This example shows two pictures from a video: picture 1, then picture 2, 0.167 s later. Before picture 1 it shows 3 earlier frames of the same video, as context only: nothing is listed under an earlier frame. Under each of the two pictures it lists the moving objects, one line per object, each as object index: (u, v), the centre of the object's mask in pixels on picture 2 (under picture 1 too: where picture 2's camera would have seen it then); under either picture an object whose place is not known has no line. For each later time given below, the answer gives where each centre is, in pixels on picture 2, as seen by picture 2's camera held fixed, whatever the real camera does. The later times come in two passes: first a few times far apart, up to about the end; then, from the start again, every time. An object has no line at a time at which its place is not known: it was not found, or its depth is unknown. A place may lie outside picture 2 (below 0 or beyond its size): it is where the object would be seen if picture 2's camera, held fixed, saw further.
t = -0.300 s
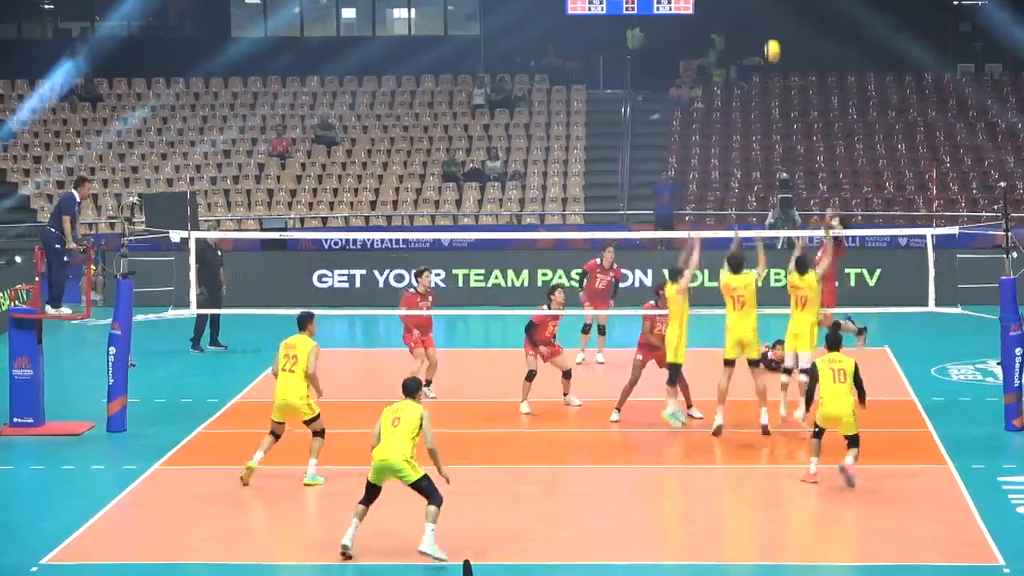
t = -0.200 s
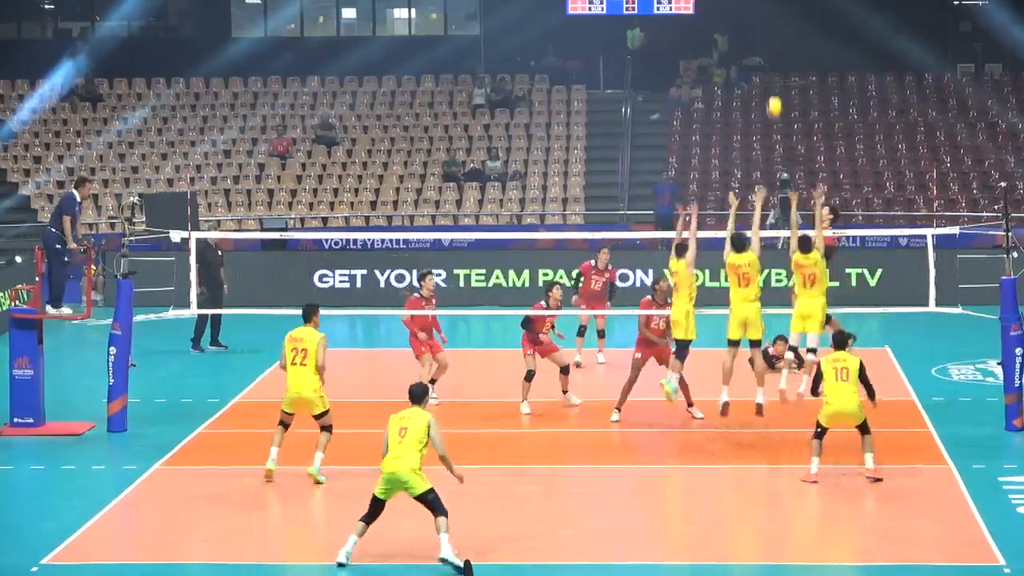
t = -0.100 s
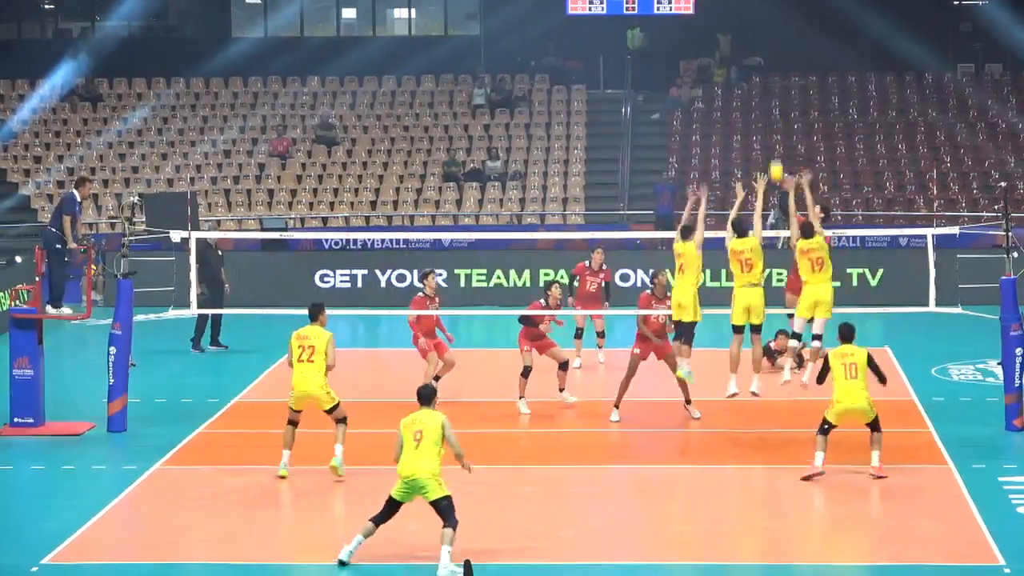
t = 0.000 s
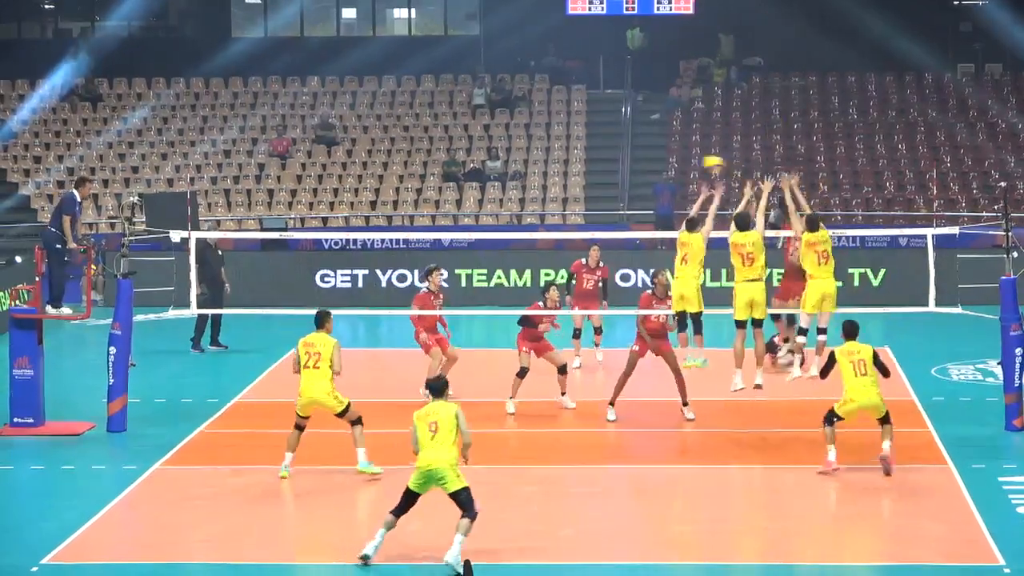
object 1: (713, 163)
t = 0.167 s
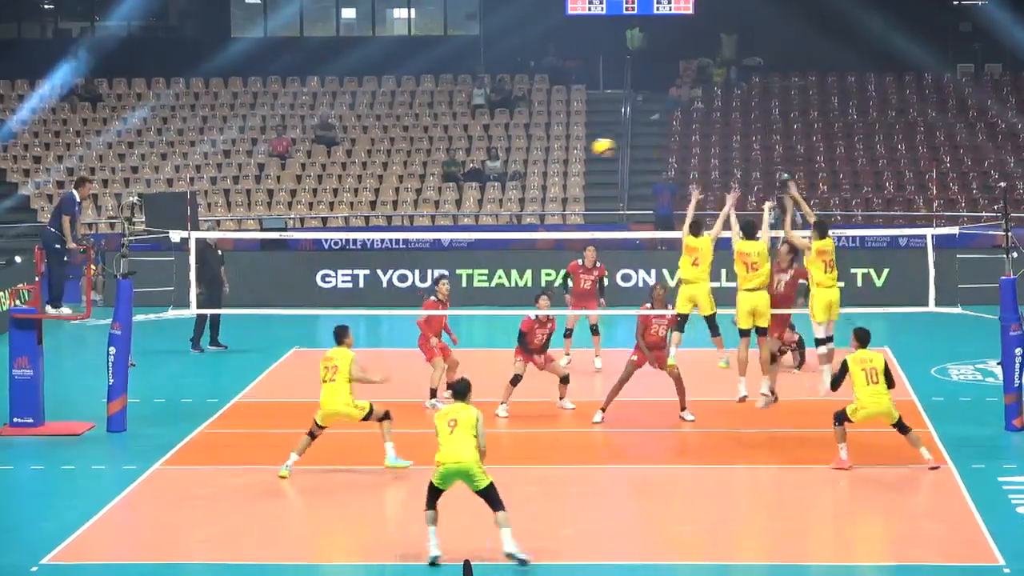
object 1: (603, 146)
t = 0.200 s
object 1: (582, 147)
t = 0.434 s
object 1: (425, 170)
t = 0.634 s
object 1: (287, 231)
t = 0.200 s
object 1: (582, 147)
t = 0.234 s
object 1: (559, 146)
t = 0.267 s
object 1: (536, 147)
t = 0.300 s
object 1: (513, 150)
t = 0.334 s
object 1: (491, 154)
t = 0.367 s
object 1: (470, 158)
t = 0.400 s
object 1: (447, 164)
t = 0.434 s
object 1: (425, 170)
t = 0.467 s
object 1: (400, 177)
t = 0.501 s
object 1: (379, 186)
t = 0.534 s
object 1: (354, 195)
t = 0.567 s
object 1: (333, 205)
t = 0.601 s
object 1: (309, 218)
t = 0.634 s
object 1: (287, 231)
